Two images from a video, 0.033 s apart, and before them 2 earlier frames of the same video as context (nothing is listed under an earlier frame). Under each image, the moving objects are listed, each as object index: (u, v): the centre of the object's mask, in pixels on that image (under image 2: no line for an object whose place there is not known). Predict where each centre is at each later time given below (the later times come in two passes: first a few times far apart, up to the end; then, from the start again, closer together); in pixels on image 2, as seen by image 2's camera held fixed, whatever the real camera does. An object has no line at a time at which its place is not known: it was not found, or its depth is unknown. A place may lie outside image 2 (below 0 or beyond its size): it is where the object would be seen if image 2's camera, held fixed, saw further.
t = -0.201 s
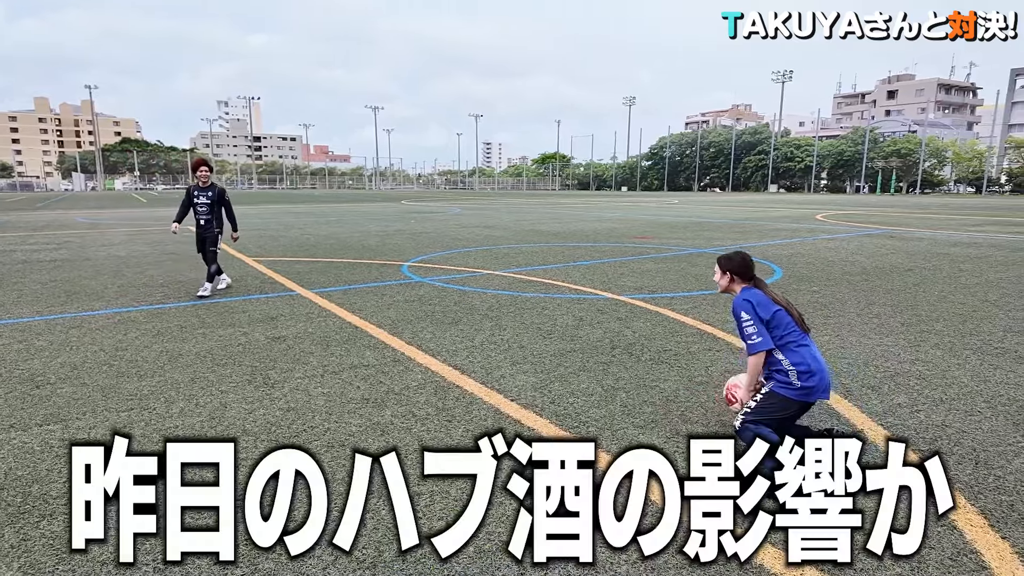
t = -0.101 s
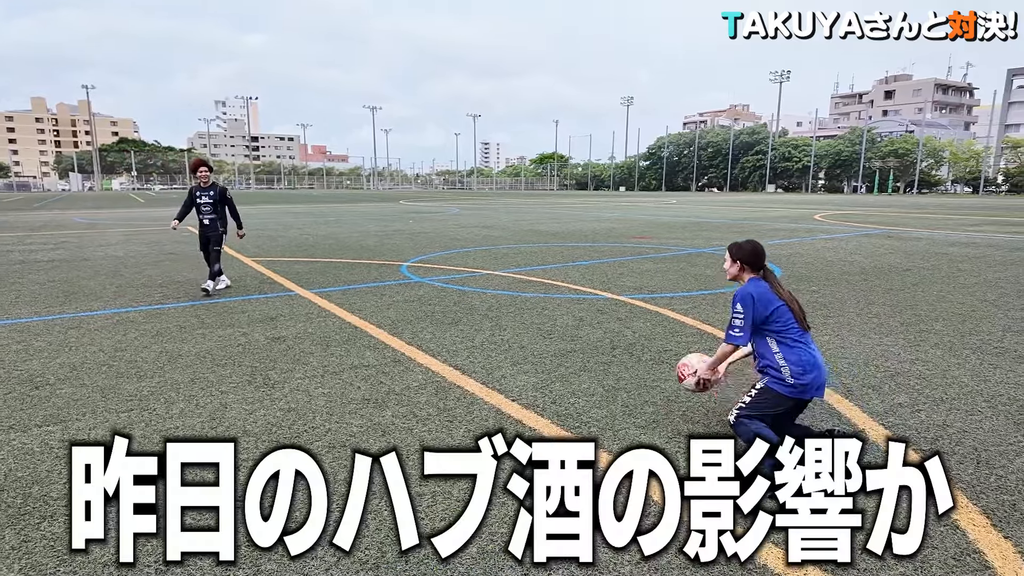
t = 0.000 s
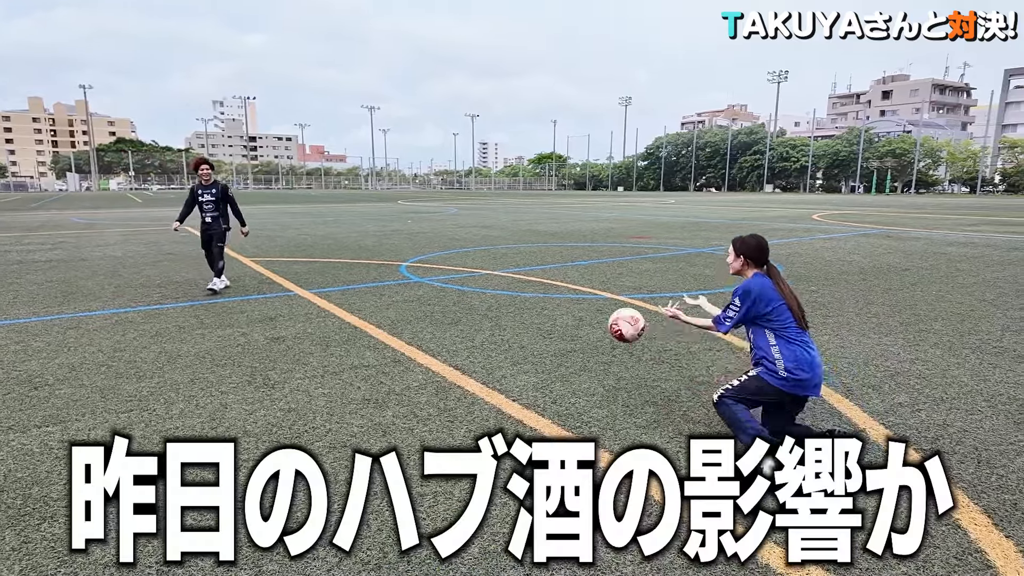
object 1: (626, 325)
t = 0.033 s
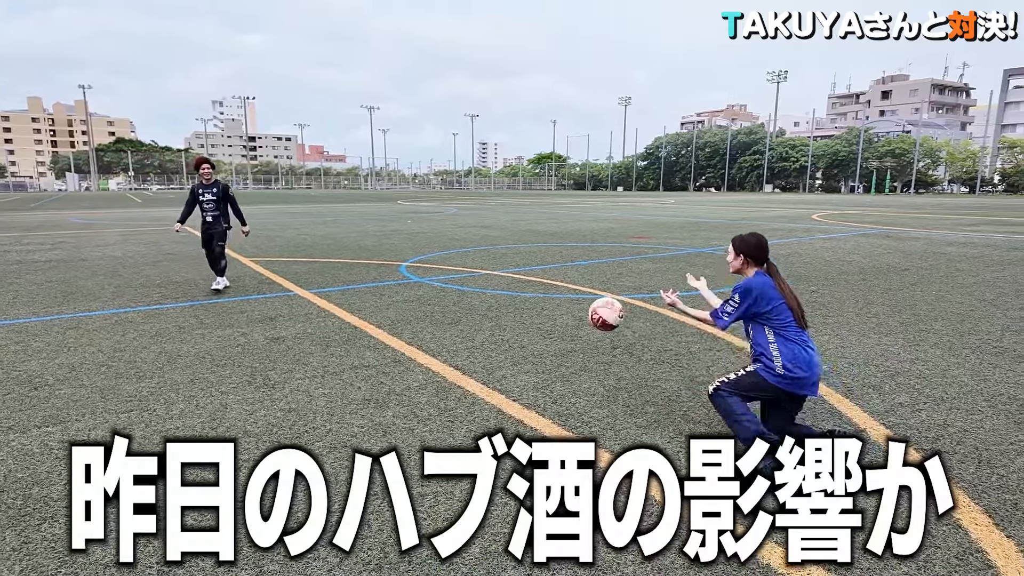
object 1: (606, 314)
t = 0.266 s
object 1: (492, 288)
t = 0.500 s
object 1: (416, 308)
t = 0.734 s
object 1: (372, 279)
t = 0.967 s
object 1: (333, 293)
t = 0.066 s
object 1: (587, 305)
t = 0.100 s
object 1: (568, 298)
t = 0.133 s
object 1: (551, 293)
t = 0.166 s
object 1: (535, 290)
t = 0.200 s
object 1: (519, 288)
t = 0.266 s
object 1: (492, 288)
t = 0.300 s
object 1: (479, 290)
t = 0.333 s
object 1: (467, 294)
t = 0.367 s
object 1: (455, 298)
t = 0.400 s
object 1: (444, 303)
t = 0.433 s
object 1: (433, 310)
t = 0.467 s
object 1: (423, 316)
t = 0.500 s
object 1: (416, 308)
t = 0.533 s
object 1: (409, 300)
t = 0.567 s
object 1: (403, 294)
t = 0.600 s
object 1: (396, 289)
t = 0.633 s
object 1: (390, 284)
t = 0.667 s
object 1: (384, 281)
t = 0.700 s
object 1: (377, 279)
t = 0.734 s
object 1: (372, 279)
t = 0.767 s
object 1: (366, 279)
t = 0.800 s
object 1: (360, 280)
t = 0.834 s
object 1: (355, 282)
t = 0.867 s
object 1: (349, 285)
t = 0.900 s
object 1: (344, 289)
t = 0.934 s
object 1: (338, 295)
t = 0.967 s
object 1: (333, 293)
